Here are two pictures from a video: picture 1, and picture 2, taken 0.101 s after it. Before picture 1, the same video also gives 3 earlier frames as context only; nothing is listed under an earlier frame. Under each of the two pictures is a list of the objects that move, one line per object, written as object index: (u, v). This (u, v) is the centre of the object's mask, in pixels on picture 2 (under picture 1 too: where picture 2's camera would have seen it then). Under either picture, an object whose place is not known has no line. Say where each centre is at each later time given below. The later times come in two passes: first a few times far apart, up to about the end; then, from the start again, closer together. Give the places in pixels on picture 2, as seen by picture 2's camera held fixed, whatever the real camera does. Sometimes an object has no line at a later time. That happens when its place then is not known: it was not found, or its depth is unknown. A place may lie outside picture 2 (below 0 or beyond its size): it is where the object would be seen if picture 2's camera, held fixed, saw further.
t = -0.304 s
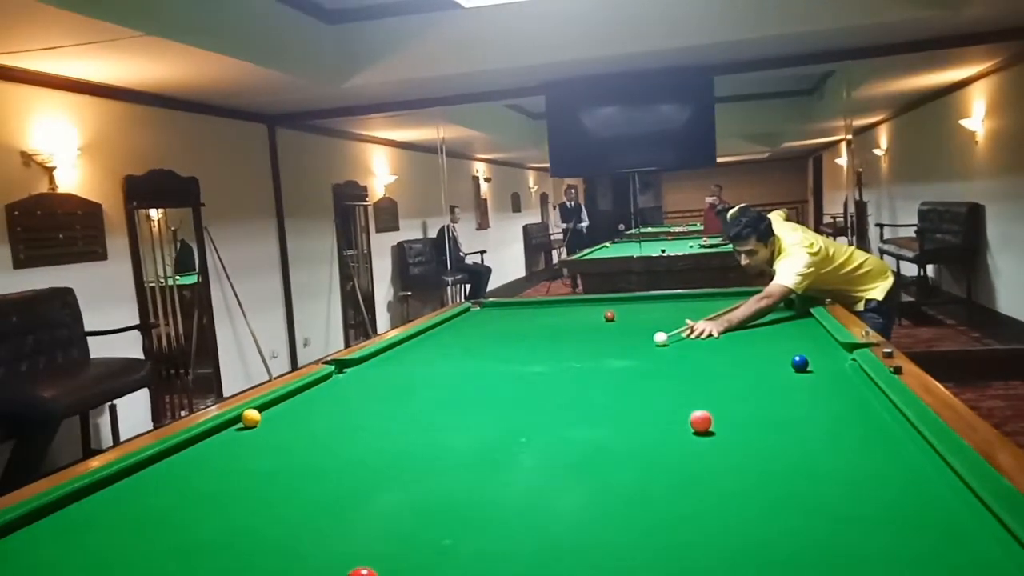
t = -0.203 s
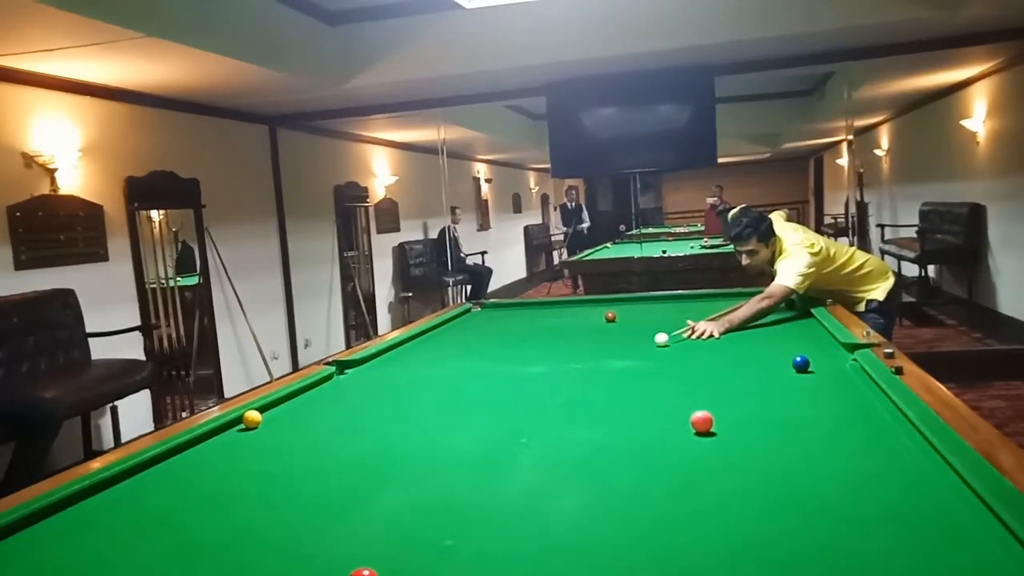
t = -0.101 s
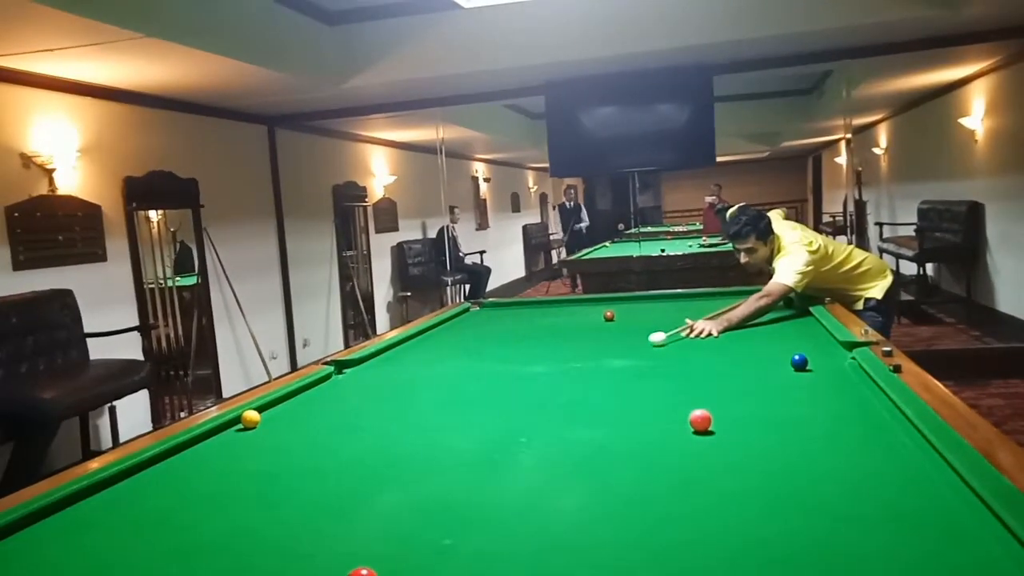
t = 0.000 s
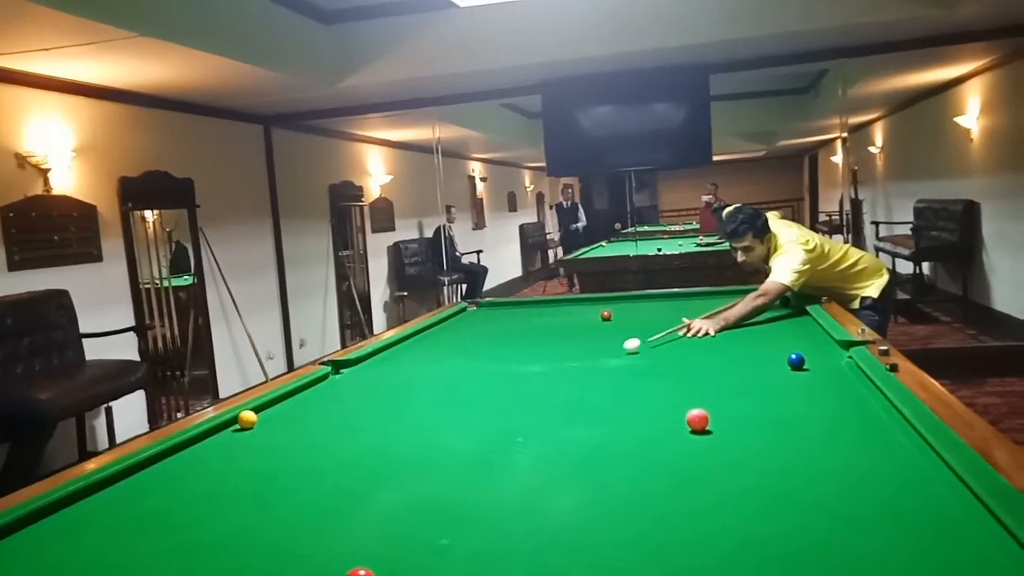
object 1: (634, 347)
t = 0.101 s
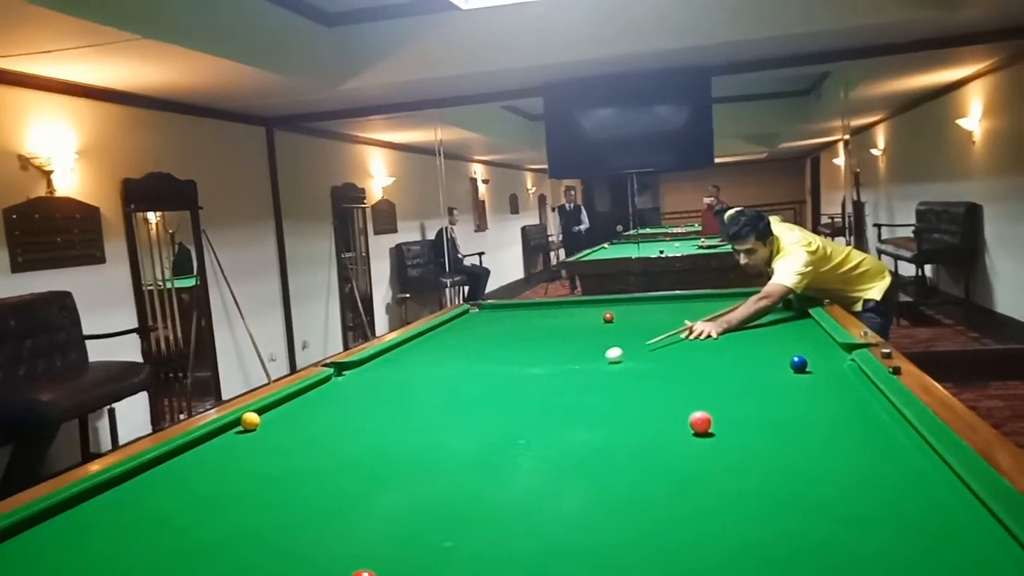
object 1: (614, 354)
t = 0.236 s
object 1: (585, 365)
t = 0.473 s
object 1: (528, 383)
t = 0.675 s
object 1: (472, 403)
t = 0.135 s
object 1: (606, 357)
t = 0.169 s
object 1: (600, 359)
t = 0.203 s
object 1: (592, 361)
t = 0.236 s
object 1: (585, 365)
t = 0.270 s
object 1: (577, 367)
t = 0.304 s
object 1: (569, 369)
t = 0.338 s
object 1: (562, 372)
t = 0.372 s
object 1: (554, 375)
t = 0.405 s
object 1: (546, 377)
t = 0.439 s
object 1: (537, 381)
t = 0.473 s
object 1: (528, 383)
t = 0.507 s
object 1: (520, 387)
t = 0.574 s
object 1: (501, 393)
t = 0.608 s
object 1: (491, 397)
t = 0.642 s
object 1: (482, 400)
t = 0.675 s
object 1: (472, 403)
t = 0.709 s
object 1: (462, 407)
